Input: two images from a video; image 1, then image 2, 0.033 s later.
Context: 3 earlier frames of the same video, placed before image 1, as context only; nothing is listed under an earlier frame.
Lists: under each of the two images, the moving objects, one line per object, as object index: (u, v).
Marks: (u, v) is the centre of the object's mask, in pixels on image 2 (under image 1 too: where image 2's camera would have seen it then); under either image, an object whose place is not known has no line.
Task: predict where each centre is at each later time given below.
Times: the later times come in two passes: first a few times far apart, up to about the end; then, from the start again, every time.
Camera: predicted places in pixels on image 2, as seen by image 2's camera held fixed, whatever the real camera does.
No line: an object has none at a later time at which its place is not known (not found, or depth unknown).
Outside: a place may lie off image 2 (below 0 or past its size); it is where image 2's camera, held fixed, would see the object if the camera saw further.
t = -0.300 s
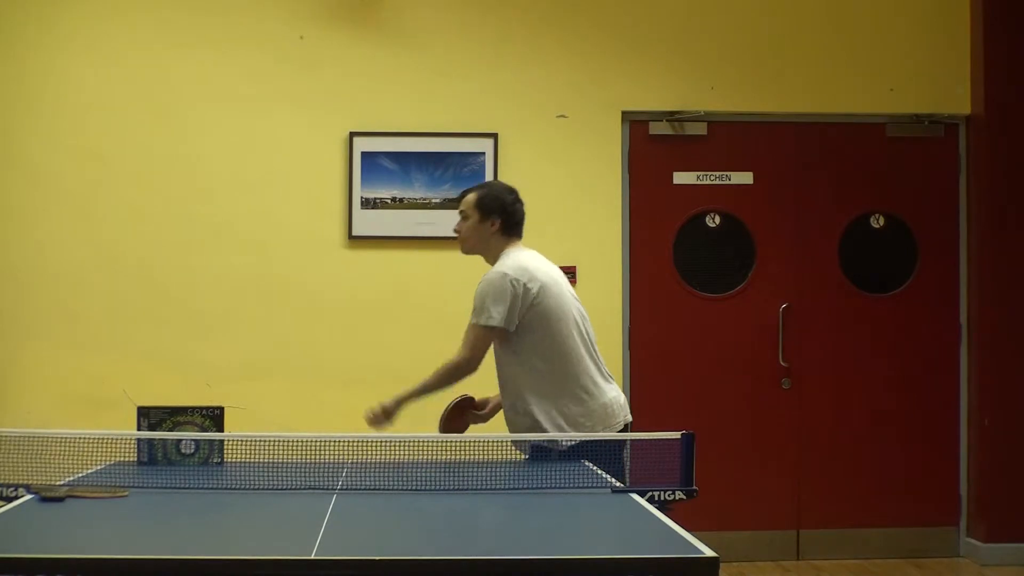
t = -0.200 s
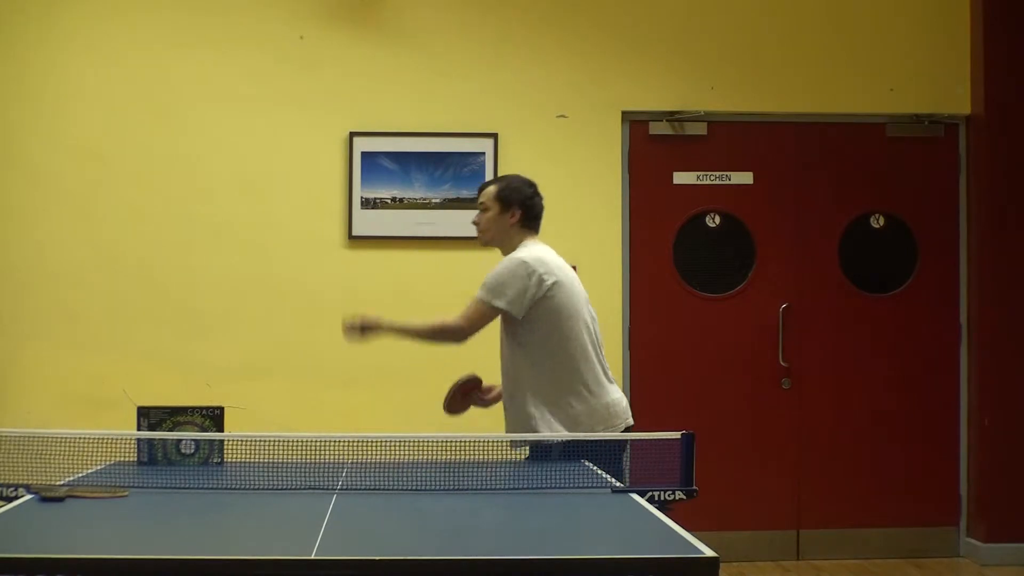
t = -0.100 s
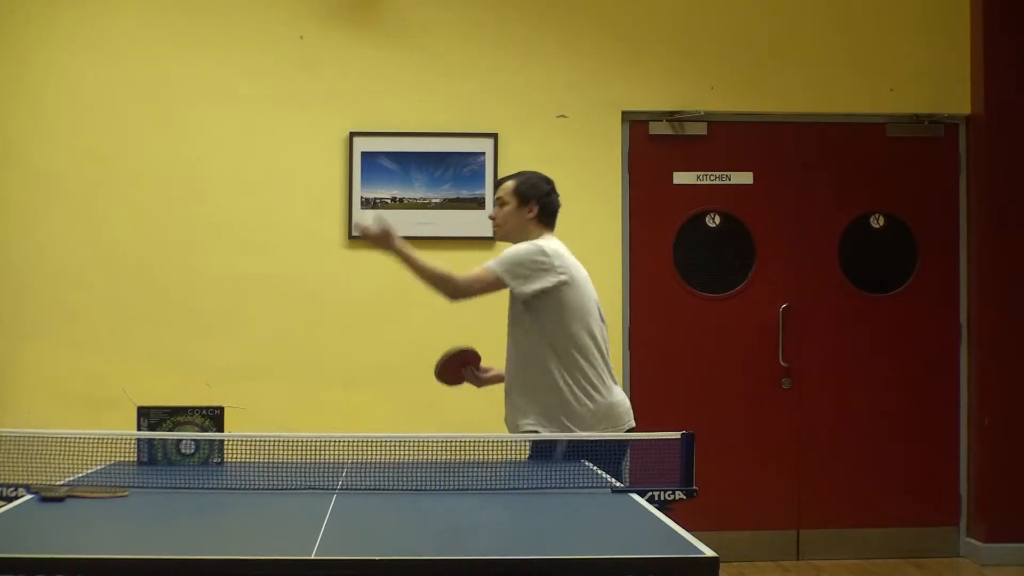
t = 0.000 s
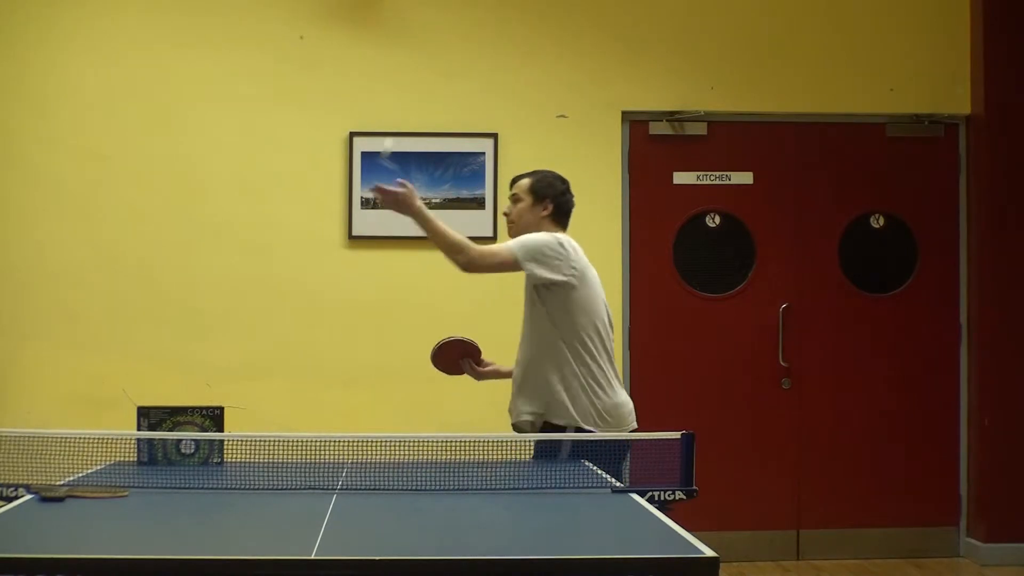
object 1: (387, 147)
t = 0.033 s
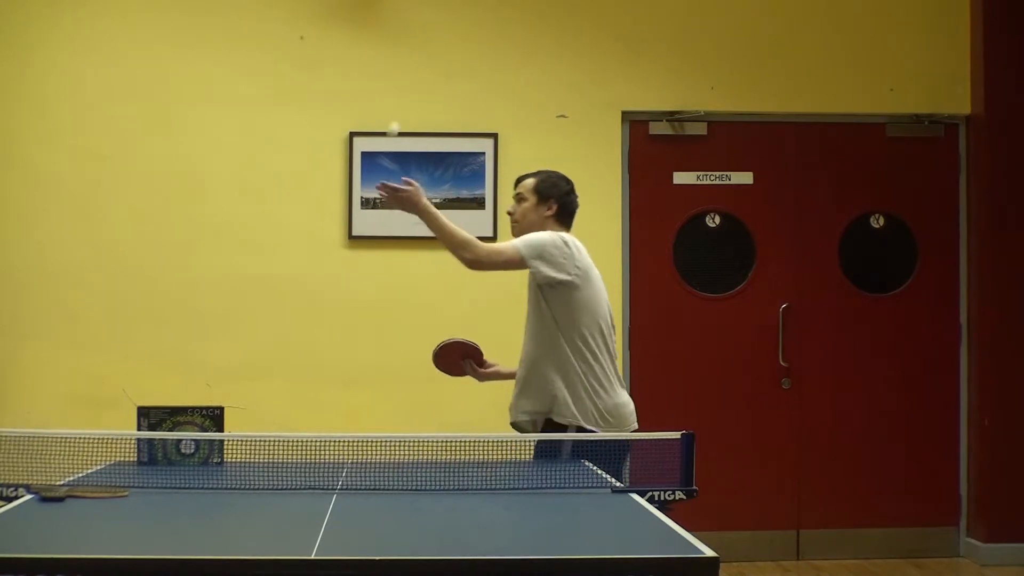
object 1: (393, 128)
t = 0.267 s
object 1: (436, 98)
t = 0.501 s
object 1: (475, 220)
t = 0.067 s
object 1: (399, 113)
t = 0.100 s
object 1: (406, 103)
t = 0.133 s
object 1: (412, 96)
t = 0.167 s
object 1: (418, 92)
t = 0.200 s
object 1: (424, 91)
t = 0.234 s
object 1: (430, 93)
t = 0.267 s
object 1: (436, 98)
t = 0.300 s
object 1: (441, 106)
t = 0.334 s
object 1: (447, 117)
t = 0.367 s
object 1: (453, 132)
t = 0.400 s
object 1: (459, 152)
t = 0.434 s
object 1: (464, 172)
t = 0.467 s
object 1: (470, 197)
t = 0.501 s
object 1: (475, 220)
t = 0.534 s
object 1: (480, 250)
